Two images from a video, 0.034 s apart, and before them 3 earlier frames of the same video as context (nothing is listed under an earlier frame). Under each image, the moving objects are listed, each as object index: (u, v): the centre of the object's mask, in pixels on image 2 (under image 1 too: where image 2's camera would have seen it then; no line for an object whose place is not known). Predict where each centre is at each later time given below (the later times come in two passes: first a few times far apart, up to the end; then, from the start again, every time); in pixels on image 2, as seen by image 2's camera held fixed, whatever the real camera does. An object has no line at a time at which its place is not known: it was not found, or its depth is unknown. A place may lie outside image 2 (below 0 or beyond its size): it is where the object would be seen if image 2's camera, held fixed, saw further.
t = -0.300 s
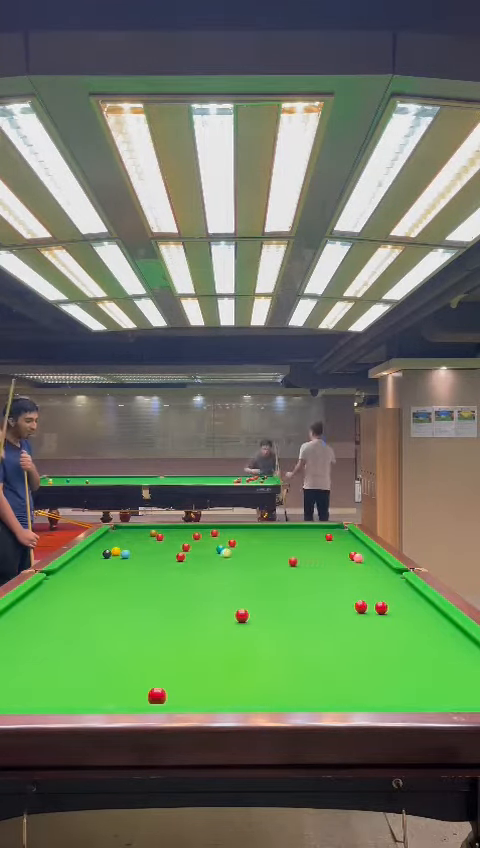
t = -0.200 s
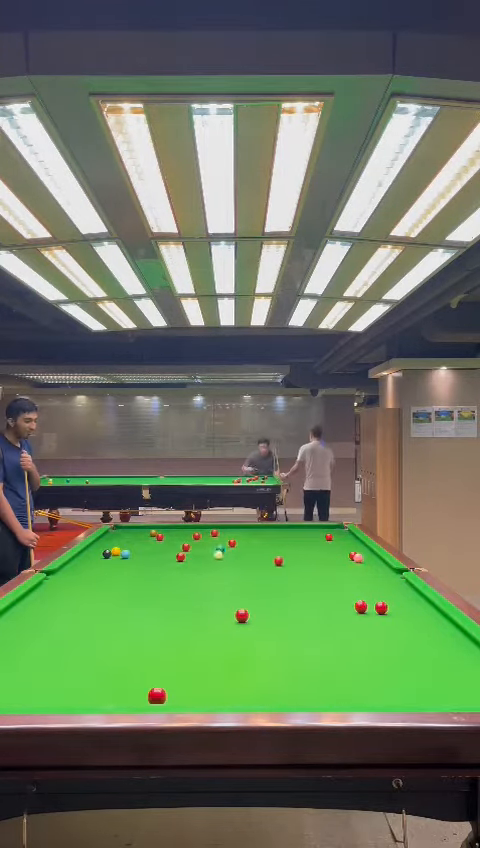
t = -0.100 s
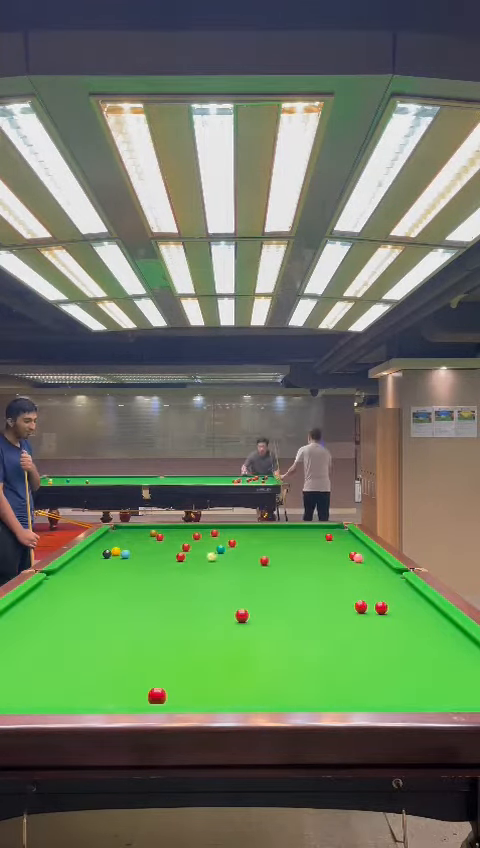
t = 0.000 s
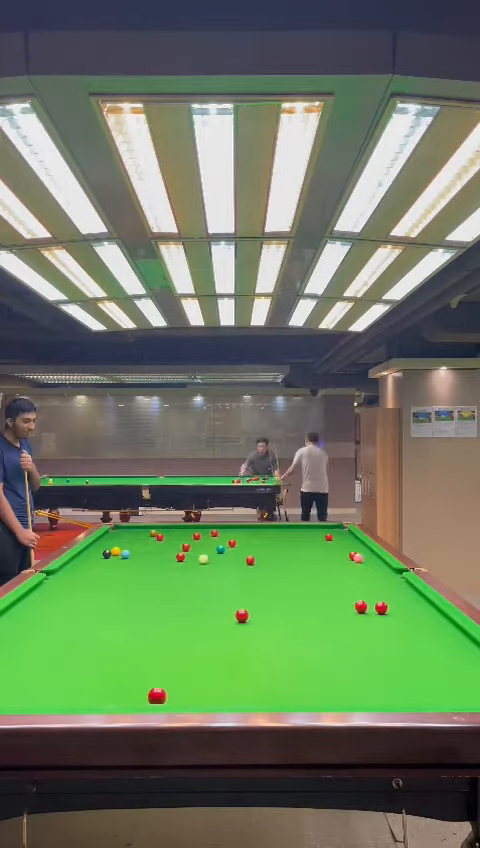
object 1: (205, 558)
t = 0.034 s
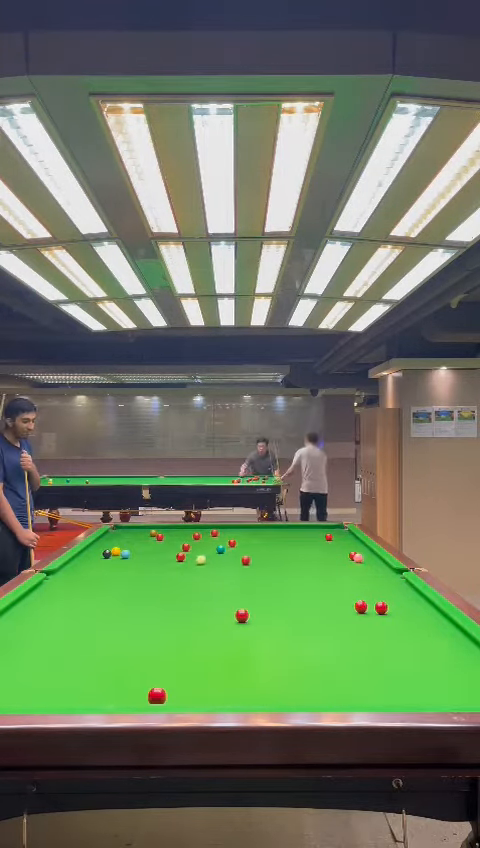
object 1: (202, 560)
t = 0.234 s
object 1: (191, 564)
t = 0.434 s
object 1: (170, 568)
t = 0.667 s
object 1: (151, 572)
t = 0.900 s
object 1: (132, 579)
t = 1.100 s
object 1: (113, 583)
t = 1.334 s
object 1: (92, 589)
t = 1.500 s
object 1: (76, 594)
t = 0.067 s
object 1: (201, 560)
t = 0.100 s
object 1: (200, 560)
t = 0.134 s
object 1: (200, 560)
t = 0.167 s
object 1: (196, 562)
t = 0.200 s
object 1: (194, 563)
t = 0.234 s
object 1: (191, 564)
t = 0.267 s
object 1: (185, 565)
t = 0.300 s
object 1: (180, 565)
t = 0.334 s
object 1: (181, 567)
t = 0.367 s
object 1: (175, 567)
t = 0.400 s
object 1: (174, 567)
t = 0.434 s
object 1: (170, 568)
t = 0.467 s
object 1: (167, 568)
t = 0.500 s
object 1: (165, 570)
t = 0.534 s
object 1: (162, 570)
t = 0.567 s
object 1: (160, 570)
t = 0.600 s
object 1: (157, 571)
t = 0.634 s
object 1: (154, 572)
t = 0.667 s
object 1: (151, 572)
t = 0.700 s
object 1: (148, 574)
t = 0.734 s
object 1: (145, 575)
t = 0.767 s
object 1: (143, 575)
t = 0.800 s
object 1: (140, 576)
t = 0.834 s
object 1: (138, 577)
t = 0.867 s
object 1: (135, 578)
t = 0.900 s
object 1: (132, 579)
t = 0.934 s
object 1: (129, 579)
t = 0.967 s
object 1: (125, 580)
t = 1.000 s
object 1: (122, 581)
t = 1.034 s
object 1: (119, 581)
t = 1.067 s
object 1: (117, 582)
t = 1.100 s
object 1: (113, 583)
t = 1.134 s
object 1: (110, 584)
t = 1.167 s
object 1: (107, 585)
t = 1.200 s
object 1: (104, 586)
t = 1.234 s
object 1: (101, 586)
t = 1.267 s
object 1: (98, 588)
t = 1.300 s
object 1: (94, 588)
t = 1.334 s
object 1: (92, 589)
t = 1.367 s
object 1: (88, 590)
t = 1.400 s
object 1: (85, 591)
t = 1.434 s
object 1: (82, 592)
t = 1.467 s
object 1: (79, 593)
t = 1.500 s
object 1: (76, 594)
